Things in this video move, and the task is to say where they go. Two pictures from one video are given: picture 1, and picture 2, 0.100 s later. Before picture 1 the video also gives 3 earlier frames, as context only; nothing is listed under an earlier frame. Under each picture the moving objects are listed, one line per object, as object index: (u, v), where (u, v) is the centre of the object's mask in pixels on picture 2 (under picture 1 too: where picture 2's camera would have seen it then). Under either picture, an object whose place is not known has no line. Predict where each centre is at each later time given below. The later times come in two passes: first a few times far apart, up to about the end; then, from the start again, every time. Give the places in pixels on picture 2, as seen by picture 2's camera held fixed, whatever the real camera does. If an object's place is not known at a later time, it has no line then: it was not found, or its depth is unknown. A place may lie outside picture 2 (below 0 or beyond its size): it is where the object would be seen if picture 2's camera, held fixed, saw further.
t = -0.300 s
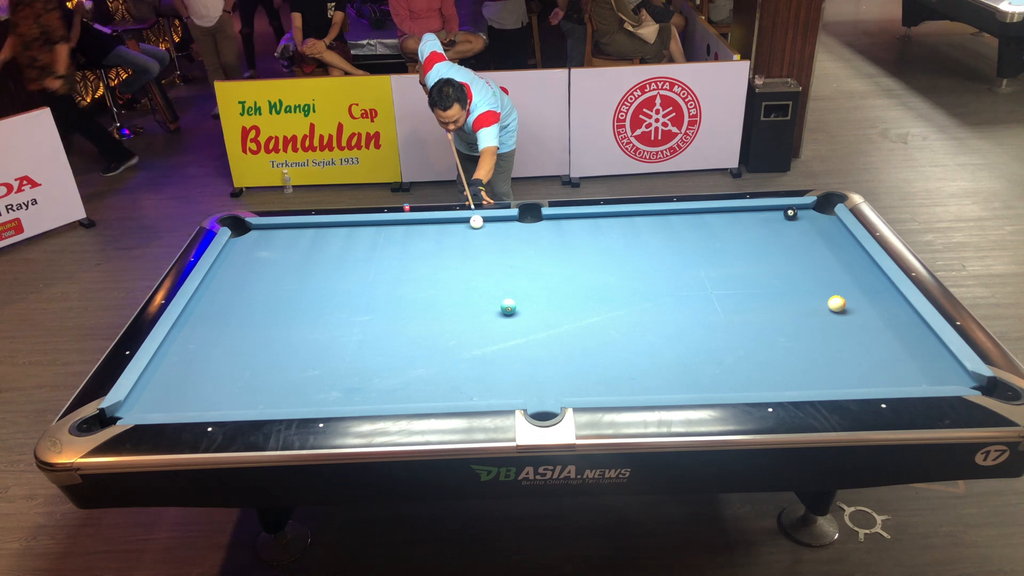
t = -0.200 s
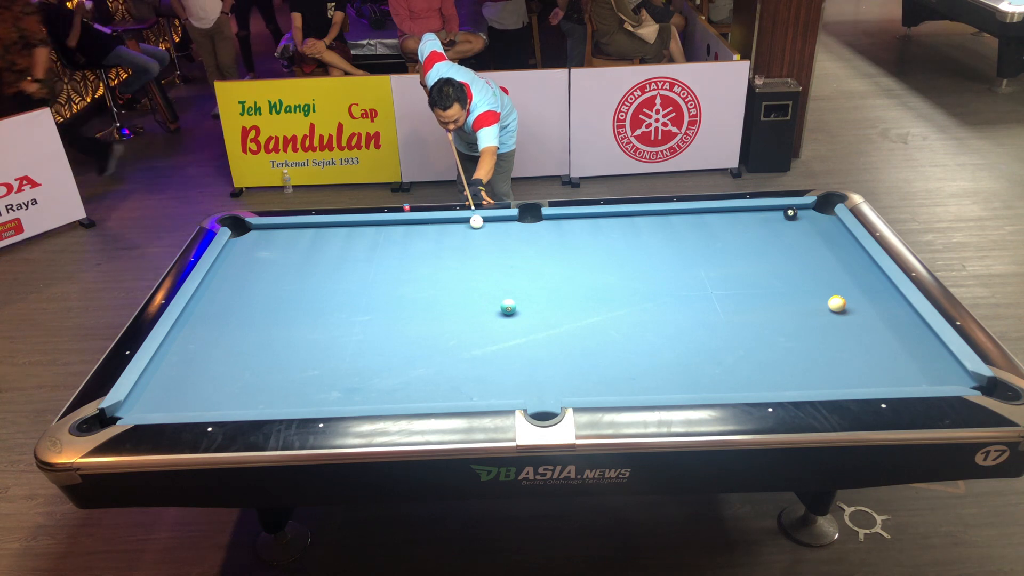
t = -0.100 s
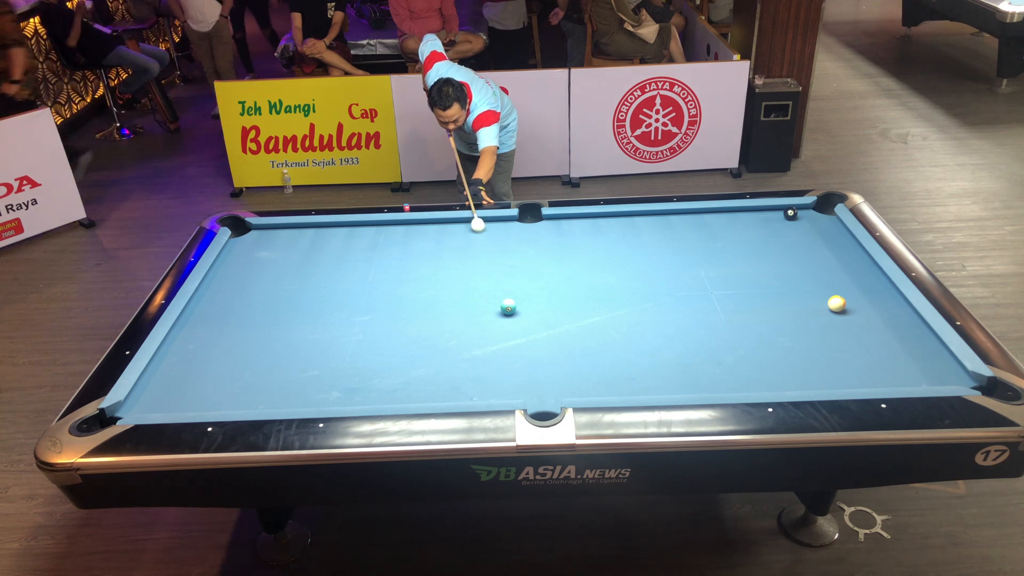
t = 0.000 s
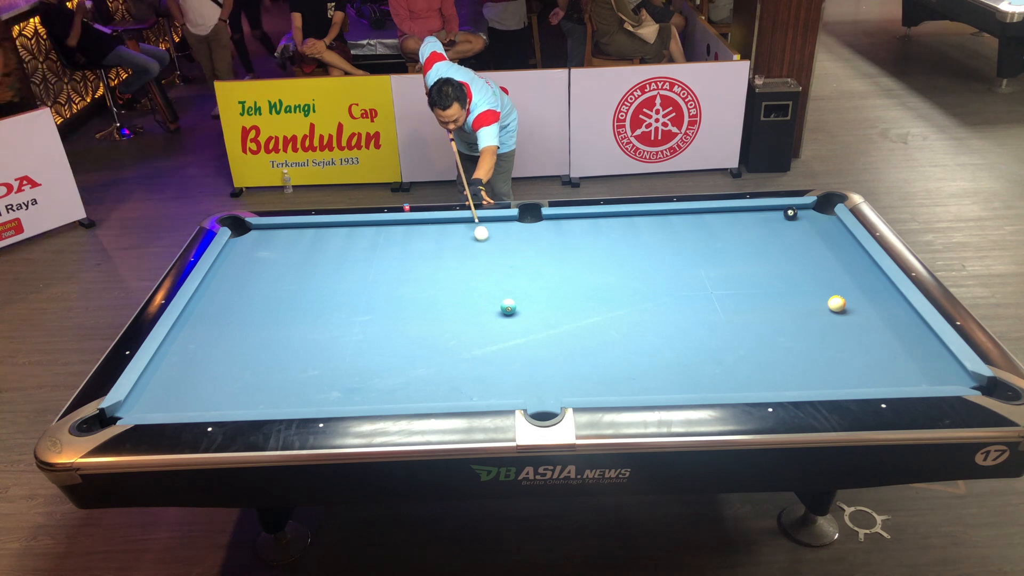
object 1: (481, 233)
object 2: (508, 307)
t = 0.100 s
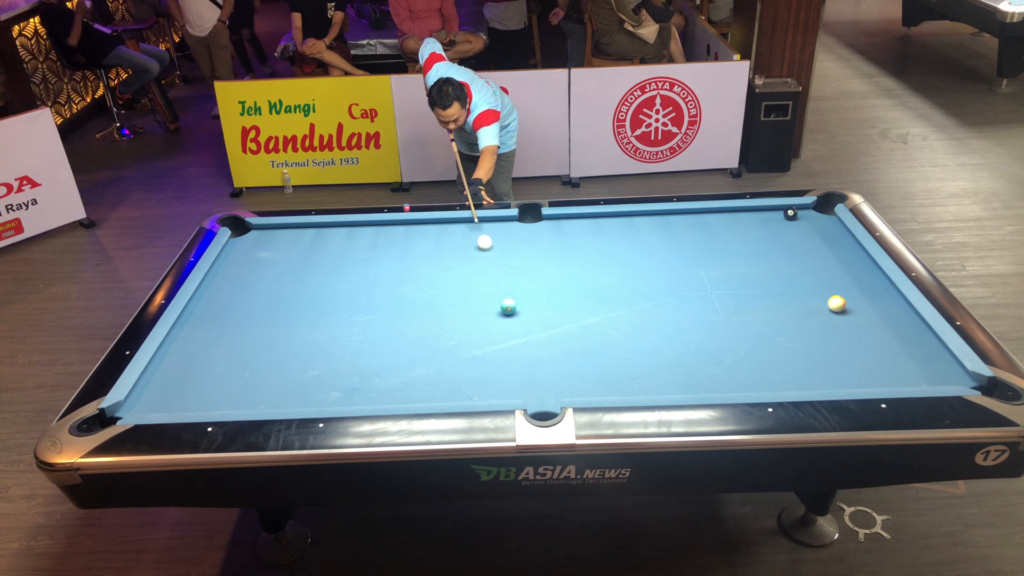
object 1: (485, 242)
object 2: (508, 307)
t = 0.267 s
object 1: (491, 258)
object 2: (508, 307)
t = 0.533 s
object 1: (501, 284)
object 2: (508, 307)
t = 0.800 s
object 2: (511, 319)
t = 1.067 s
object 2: (516, 340)
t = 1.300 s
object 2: (521, 359)
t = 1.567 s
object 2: (526, 381)
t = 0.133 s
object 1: (486, 245)
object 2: (508, 307)
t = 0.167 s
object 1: (487, 248)
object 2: (508, 307)
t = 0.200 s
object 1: (488, 251)
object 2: (508, 307)
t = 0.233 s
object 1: (489, 255)
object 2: (508, 307)
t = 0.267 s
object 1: (491, 258)
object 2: (508, 307)
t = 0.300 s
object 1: (492, 261)
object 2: (508, 307)
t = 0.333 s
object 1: (493, 264)
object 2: (508, 307)
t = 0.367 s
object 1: (495, 267)
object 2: (508, 307)
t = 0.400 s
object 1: (496, 271)
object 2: (508, 307)
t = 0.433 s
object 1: (497, 274)
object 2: (508, 307)
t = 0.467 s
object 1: (498, 277)
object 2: (508, 307)
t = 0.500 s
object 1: (500, 281)
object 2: (508, 307)
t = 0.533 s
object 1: (501, 284)
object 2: (508, 307)
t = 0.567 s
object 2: (508, 307)
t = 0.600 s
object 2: (508, 306)
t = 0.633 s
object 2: (508, 307)
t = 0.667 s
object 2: (508, 308)
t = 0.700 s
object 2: (509, 311)
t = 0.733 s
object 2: (510, 314)
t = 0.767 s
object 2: (511, 316)
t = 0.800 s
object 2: (511, 319)
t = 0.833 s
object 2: (512, 322)
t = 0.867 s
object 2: (513, 324)
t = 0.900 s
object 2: (513, 327)
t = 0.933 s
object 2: (514, 330)
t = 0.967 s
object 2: (515, 333)
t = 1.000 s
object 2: (515, 335)
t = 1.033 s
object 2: (516, 338)
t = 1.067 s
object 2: (516, 340)
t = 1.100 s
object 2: (517, 343)
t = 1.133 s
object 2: (518, 346)
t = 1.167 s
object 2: (518, 348)
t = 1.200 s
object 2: (519, 351)
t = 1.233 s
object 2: (520, 353)
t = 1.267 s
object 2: (520, 356)
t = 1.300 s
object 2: (521, 359)
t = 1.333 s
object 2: (522, 361)
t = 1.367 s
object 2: (522, 364)
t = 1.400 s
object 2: (523, 367)
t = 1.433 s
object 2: (524, 369)
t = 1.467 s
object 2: (524, 372)
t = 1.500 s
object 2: (525, 375)
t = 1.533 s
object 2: (525, 378)
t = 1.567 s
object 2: (526, 381)
